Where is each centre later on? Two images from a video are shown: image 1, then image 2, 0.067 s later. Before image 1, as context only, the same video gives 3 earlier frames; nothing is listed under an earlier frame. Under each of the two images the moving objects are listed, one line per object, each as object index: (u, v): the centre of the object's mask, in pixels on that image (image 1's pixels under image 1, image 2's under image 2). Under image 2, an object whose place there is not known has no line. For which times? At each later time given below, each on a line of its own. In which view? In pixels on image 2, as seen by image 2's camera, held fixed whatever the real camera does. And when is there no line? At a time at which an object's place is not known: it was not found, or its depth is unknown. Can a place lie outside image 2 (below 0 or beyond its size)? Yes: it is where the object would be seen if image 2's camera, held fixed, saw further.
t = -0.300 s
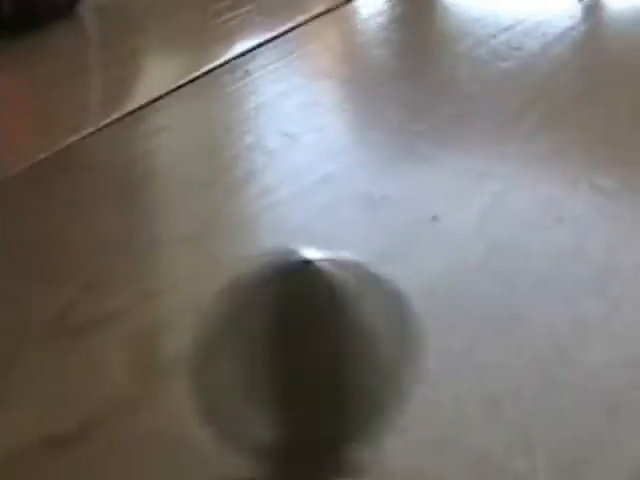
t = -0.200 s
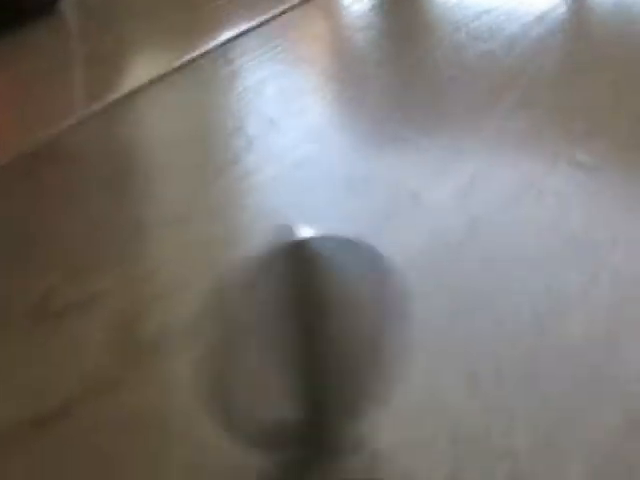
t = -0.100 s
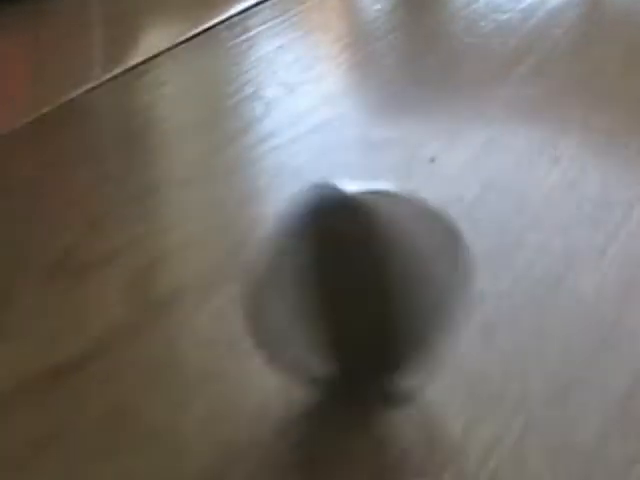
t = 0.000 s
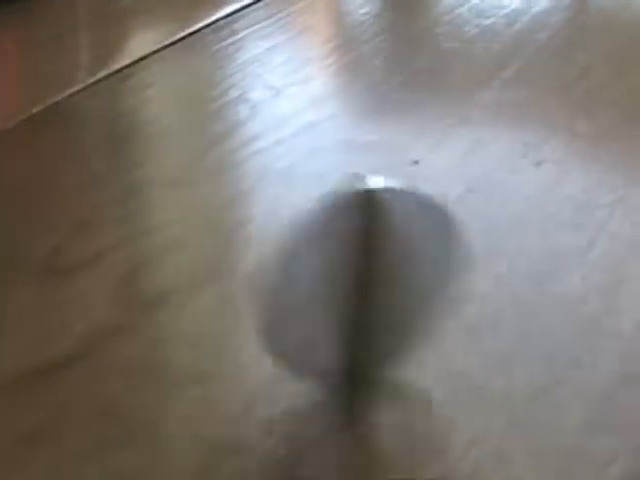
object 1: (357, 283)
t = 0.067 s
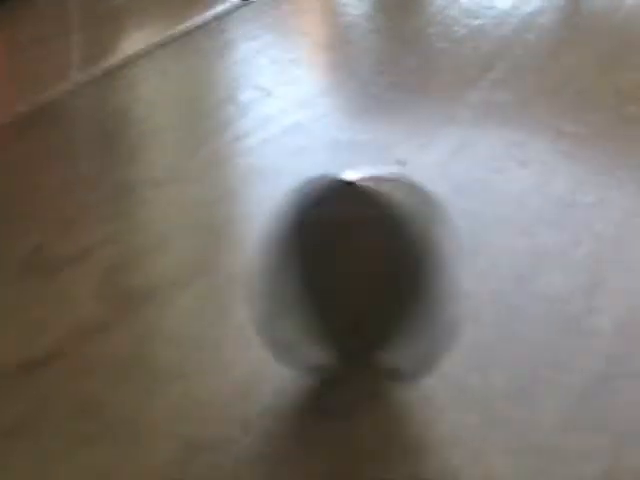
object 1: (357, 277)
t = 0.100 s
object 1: (354, 270)
